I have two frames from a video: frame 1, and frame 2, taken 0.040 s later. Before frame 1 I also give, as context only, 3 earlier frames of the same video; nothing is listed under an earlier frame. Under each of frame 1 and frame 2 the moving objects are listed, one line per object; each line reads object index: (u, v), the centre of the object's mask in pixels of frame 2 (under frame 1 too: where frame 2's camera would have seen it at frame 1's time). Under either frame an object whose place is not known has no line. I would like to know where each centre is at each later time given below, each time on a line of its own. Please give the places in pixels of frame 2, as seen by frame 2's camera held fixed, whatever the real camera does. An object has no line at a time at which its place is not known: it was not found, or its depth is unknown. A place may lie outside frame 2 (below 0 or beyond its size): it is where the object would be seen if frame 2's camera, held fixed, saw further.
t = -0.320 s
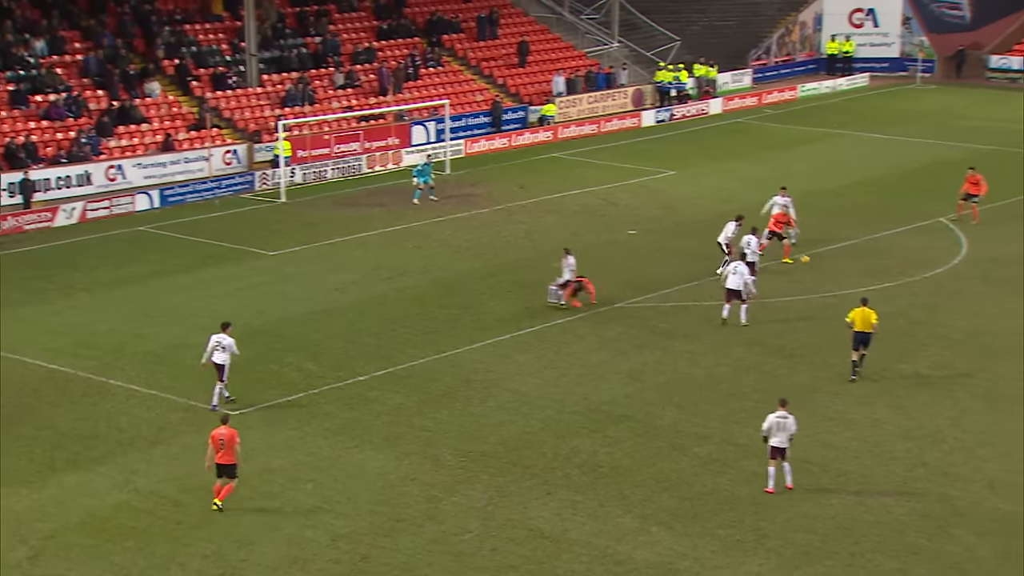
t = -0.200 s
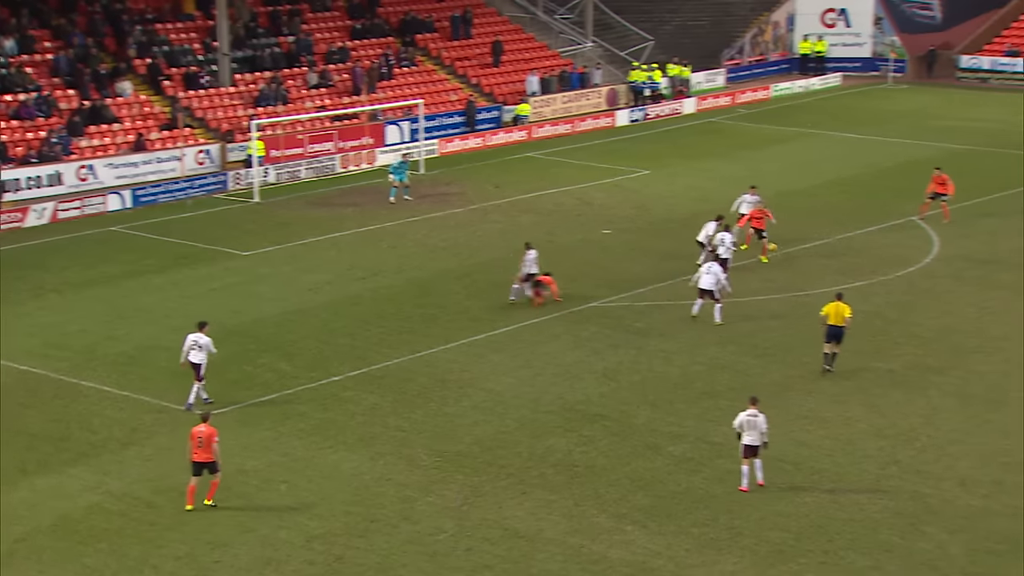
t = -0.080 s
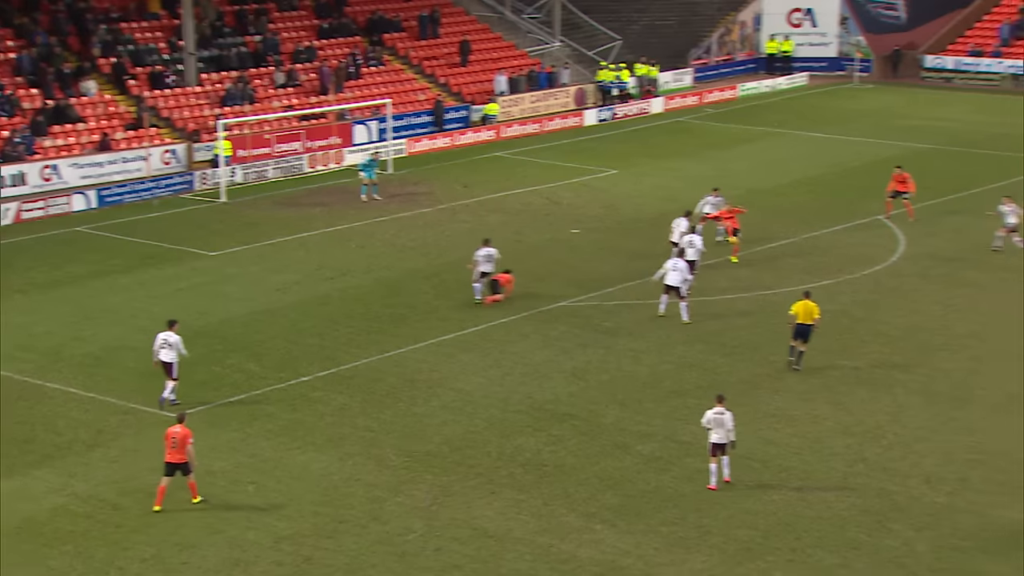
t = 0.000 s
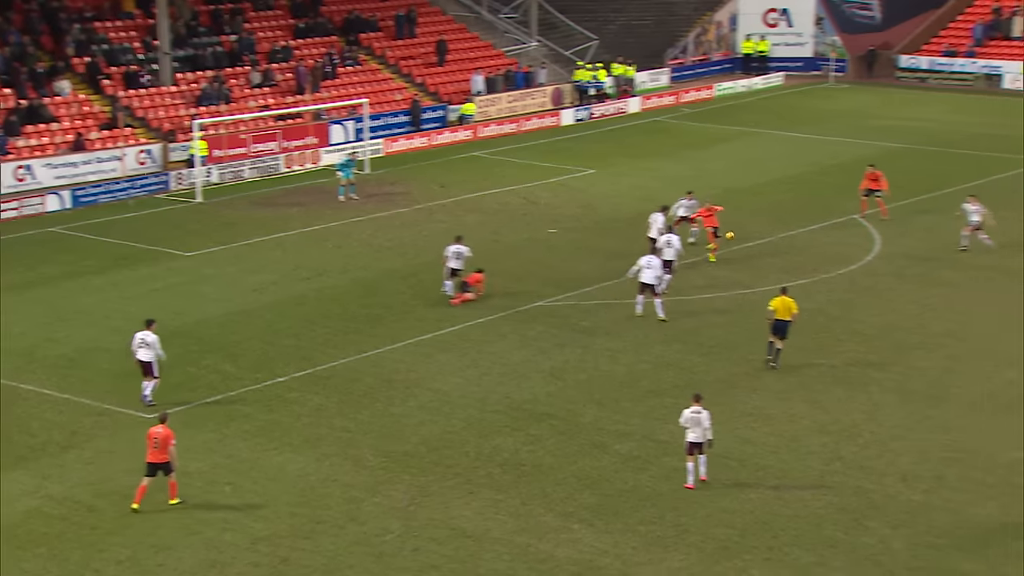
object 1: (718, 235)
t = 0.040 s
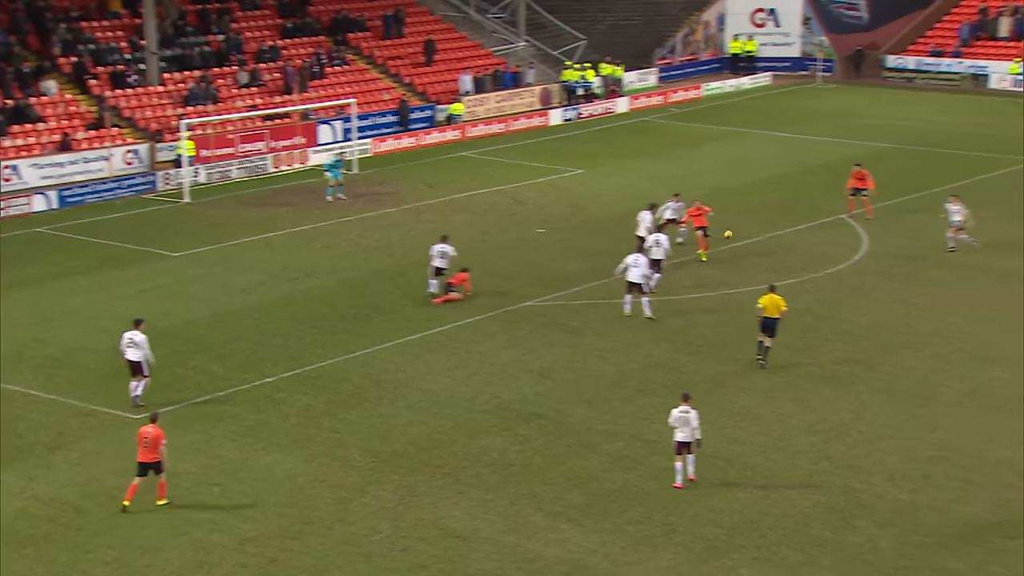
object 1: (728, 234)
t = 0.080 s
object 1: (737, 233)
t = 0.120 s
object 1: (747, 233)
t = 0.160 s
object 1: (756, 234)
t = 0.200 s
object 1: (766, 235)
